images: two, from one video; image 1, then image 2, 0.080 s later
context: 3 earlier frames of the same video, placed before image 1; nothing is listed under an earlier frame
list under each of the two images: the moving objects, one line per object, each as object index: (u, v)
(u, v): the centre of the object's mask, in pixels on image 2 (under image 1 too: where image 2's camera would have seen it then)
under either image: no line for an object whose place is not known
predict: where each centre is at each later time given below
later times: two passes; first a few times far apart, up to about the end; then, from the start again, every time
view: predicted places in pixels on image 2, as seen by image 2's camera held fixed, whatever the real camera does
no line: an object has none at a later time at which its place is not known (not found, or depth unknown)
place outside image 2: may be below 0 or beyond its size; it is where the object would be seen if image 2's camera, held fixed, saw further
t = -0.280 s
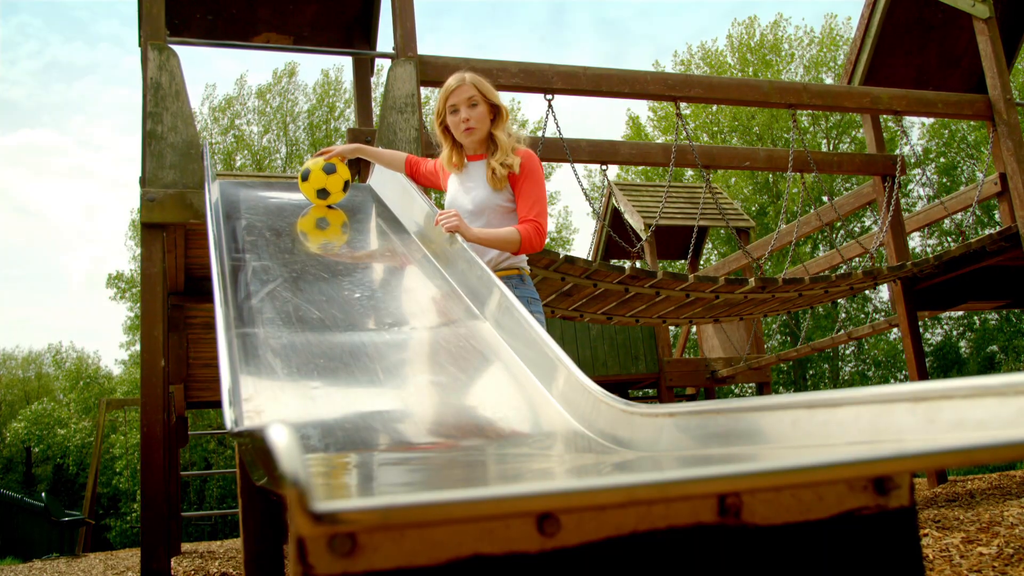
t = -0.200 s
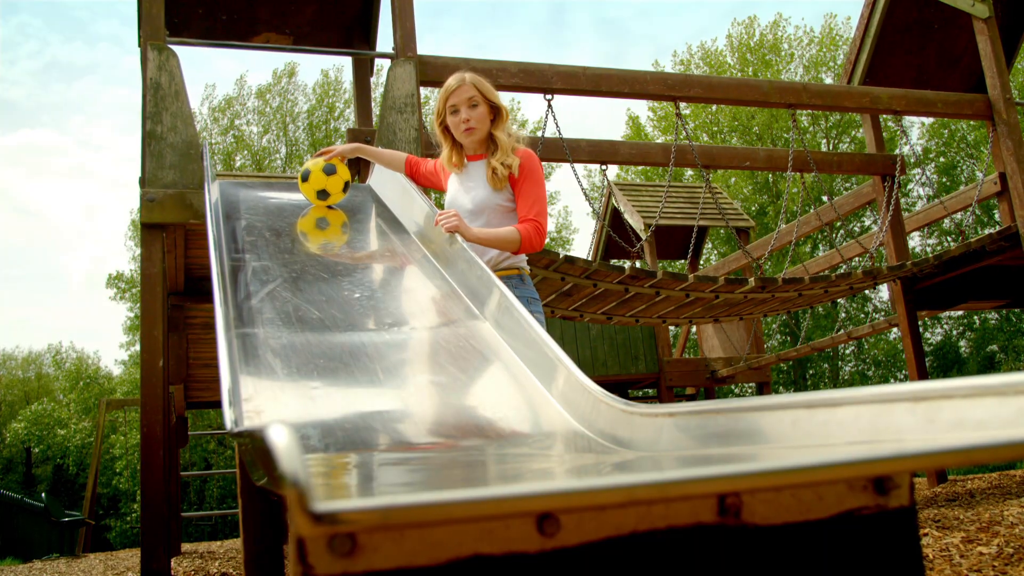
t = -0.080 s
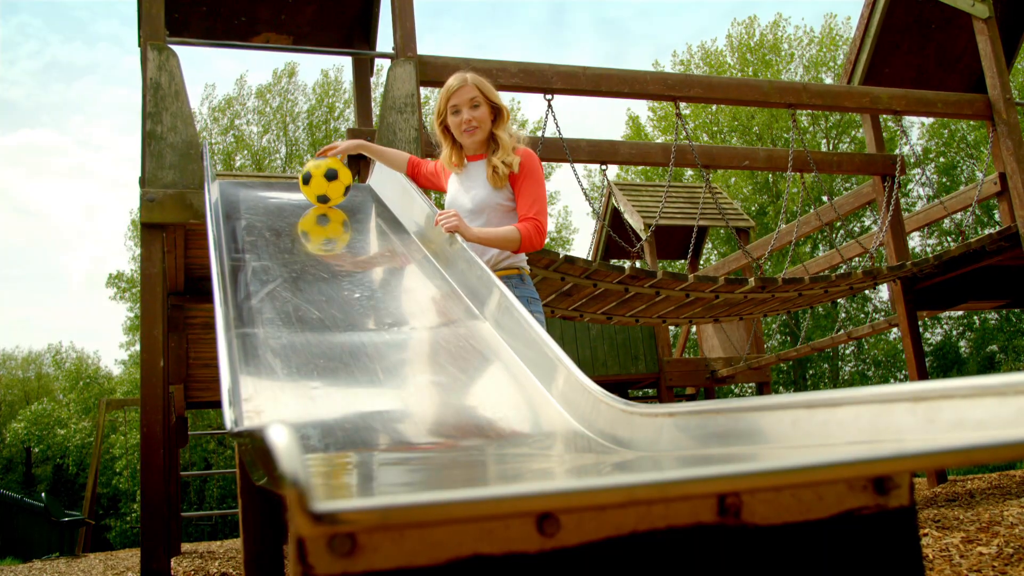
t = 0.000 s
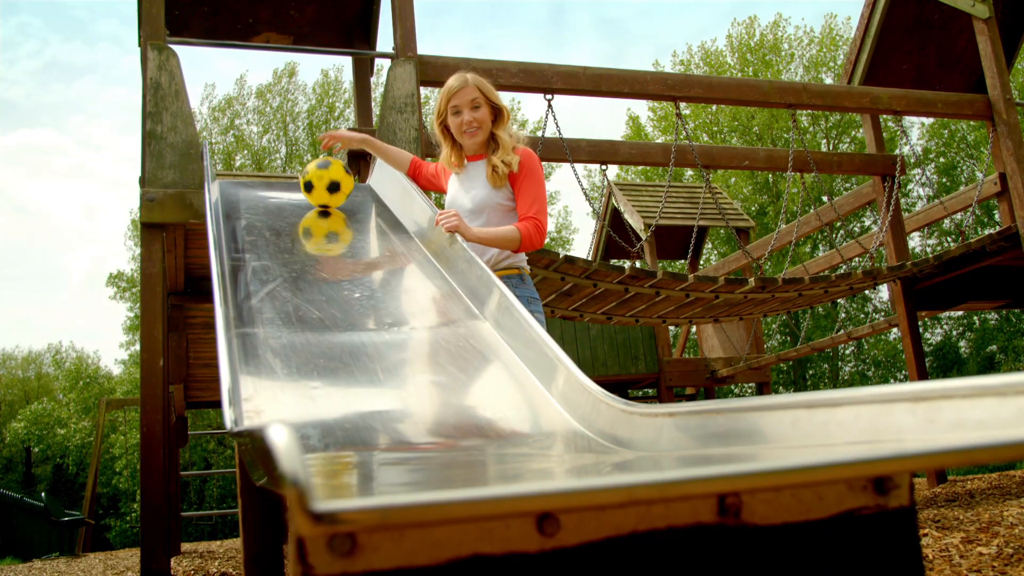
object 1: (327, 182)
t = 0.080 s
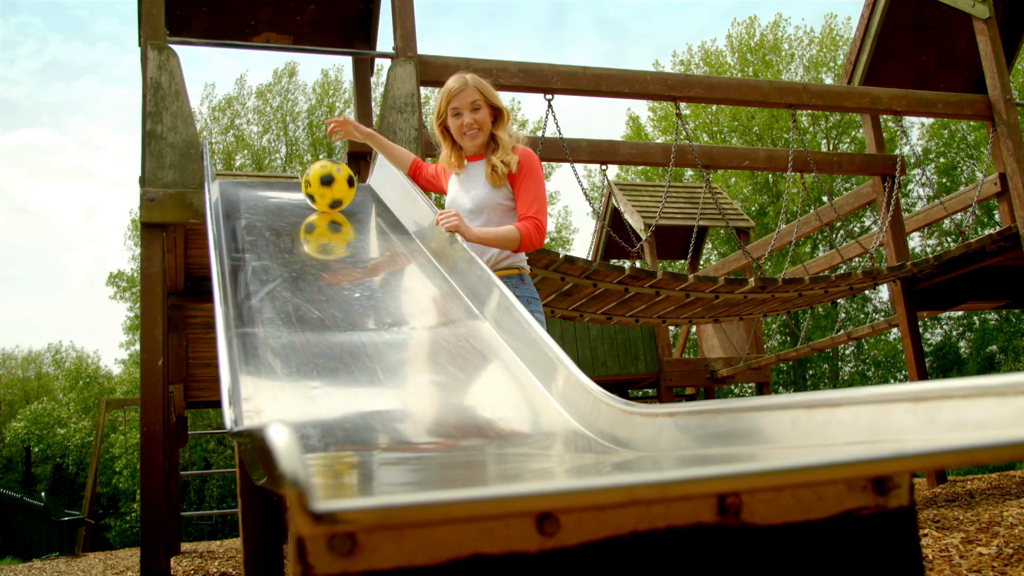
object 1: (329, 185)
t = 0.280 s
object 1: (338, 199)
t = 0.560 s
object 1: (359, 237)
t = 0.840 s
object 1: (404, 322)
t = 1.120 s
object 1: (504, 396)
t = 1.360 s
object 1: (748, 321)
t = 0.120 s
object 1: (330, 187)
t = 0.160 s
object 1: (332, 190)
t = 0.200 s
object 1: (333, 192)
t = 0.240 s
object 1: (335, 196)
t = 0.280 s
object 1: (338, 199)
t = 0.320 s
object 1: (340, 203)
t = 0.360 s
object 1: (342, 207)
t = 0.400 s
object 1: (345, 212)
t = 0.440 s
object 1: (348, 217)
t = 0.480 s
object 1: (351, 223)
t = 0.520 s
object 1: (354, 229)
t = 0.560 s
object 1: (359, 237)
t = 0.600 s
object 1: (364, 246)
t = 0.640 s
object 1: (370, 256)
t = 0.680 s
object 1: (375, 267)
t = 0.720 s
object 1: (381, 279)
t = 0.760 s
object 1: (387, 290)
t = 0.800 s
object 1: (394, 302)
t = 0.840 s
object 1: (404, 322)
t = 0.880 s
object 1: (414, 337)
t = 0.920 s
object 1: (425, 360)
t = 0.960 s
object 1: (437, 377)
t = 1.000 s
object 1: (450, 395)
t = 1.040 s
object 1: (466, 404)
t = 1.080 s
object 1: (484, 404)
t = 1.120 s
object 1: (504, 396)
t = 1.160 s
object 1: (529, 390)
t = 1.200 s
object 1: (557, 385)
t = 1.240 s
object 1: (595, 377)
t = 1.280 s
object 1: (638, 361)
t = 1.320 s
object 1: (688, 345)
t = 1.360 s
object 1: (748, 321)
